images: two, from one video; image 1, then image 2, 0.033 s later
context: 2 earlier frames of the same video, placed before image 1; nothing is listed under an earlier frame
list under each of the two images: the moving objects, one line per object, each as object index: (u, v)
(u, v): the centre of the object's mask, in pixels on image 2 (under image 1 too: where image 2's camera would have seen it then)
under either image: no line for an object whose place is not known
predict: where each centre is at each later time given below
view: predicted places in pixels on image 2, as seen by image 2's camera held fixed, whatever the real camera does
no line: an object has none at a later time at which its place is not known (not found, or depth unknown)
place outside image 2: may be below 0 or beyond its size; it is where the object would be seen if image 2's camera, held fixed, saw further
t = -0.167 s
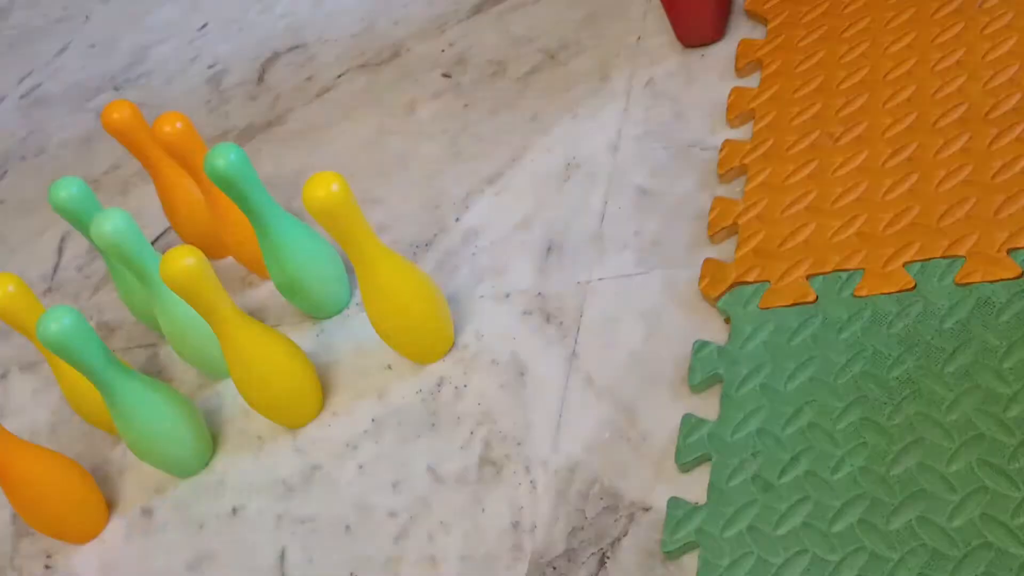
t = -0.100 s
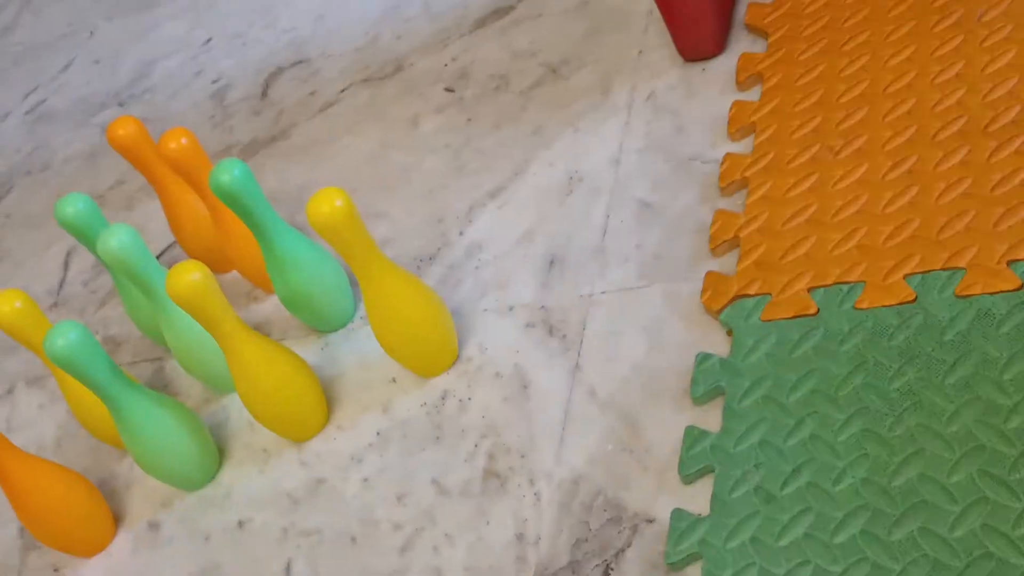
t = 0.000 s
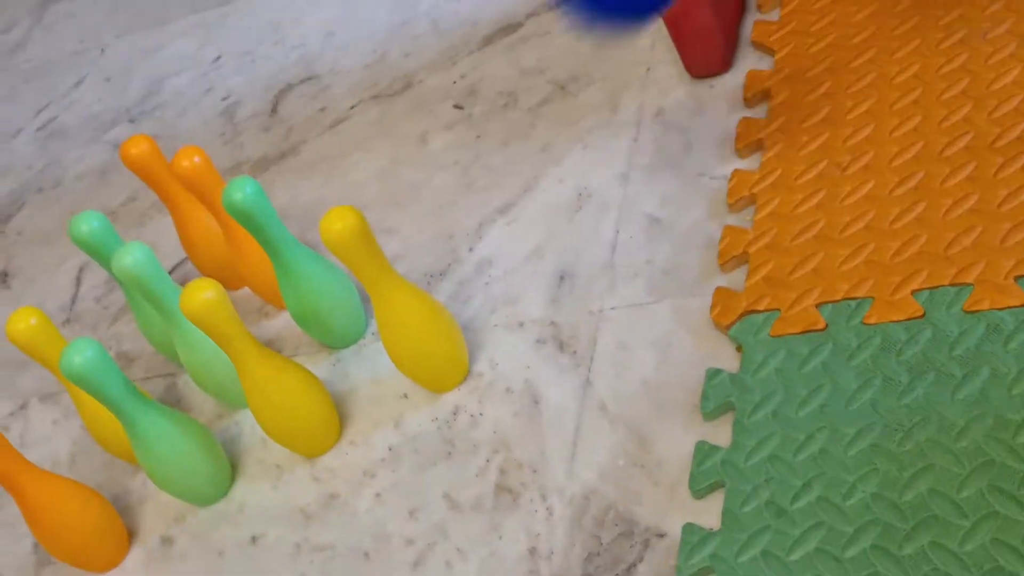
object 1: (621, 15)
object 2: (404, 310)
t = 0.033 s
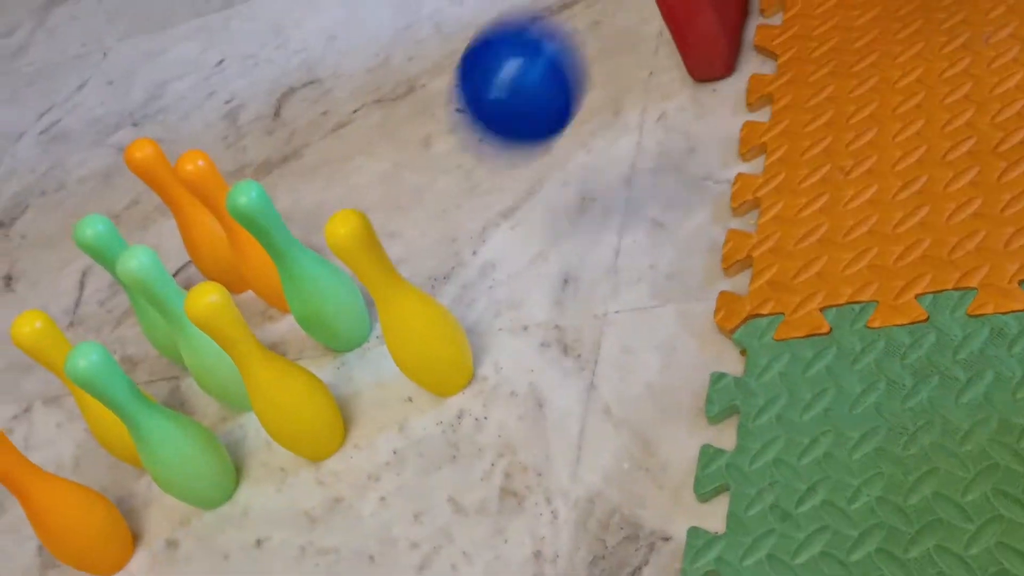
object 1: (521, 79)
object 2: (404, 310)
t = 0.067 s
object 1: (438, 205)
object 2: (404, 310)
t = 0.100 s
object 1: (438, 259)
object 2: (362, 321)
